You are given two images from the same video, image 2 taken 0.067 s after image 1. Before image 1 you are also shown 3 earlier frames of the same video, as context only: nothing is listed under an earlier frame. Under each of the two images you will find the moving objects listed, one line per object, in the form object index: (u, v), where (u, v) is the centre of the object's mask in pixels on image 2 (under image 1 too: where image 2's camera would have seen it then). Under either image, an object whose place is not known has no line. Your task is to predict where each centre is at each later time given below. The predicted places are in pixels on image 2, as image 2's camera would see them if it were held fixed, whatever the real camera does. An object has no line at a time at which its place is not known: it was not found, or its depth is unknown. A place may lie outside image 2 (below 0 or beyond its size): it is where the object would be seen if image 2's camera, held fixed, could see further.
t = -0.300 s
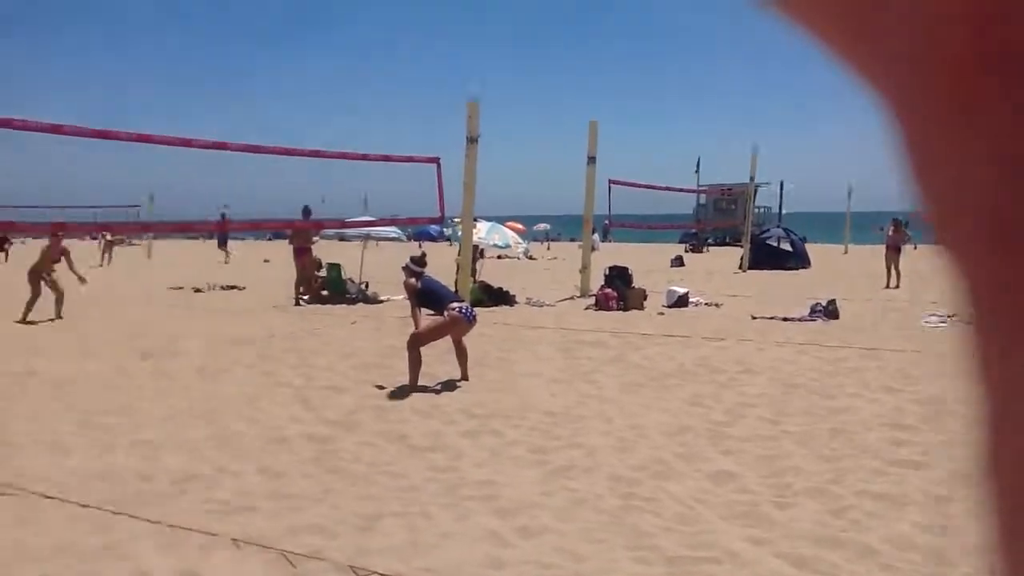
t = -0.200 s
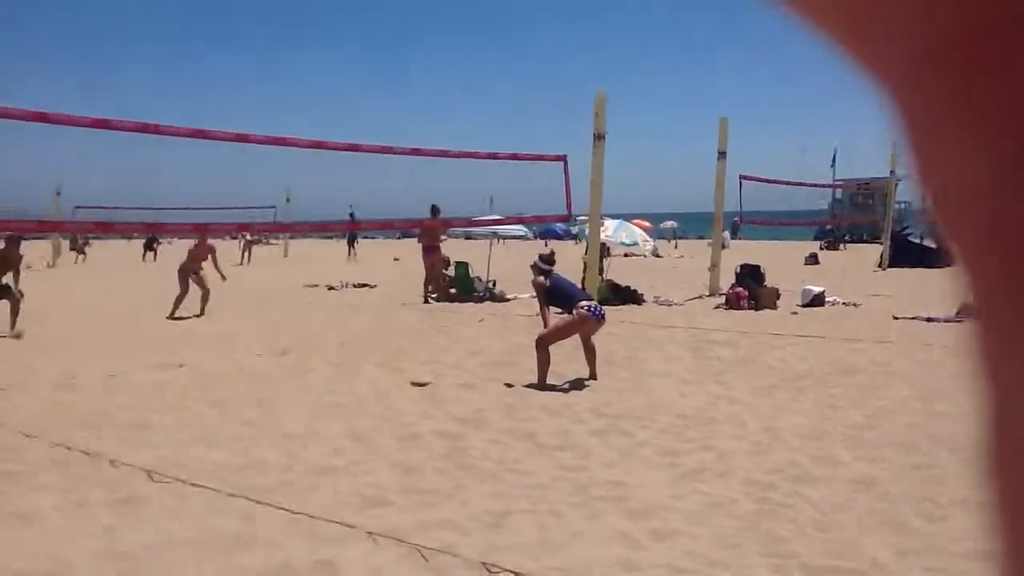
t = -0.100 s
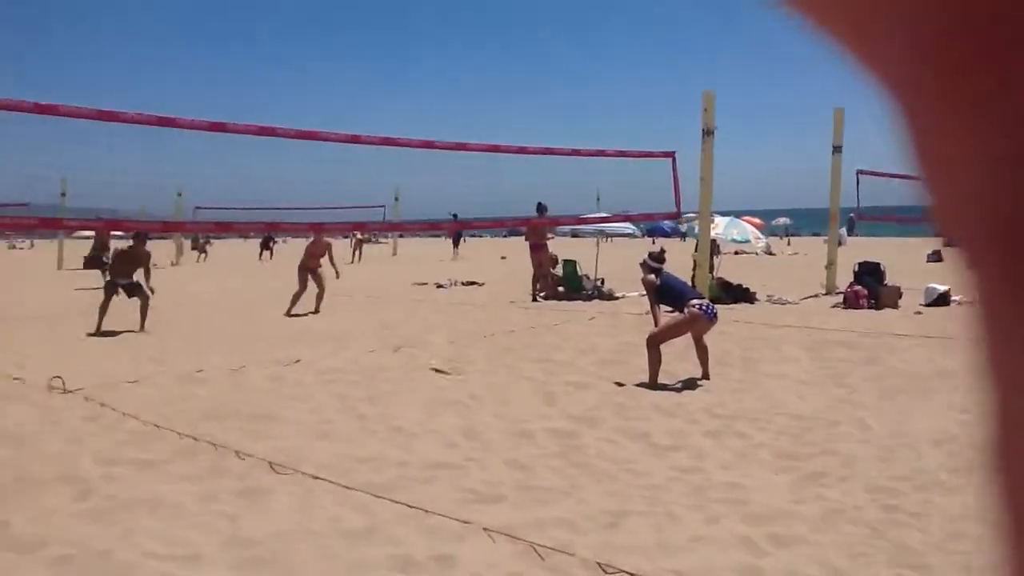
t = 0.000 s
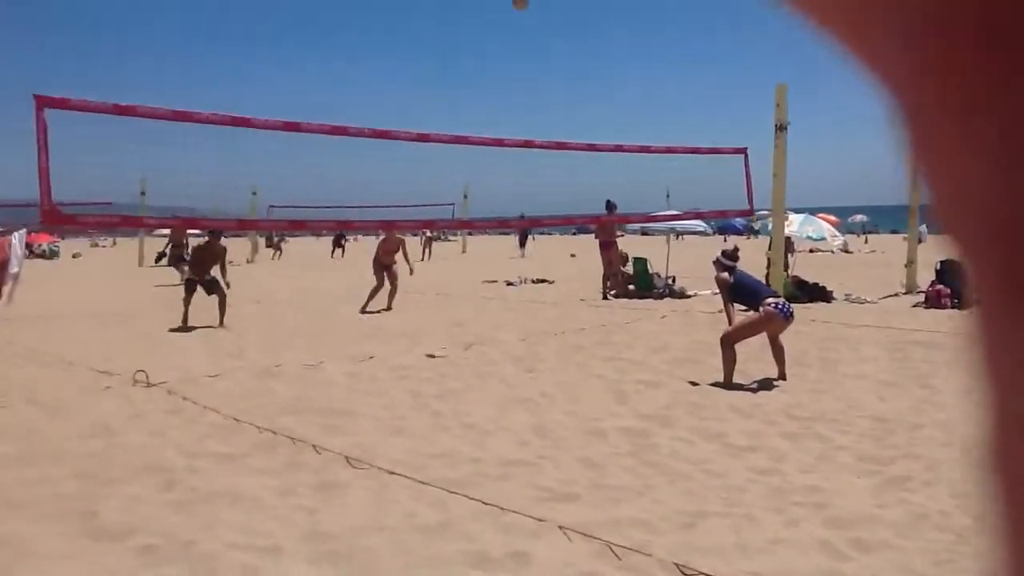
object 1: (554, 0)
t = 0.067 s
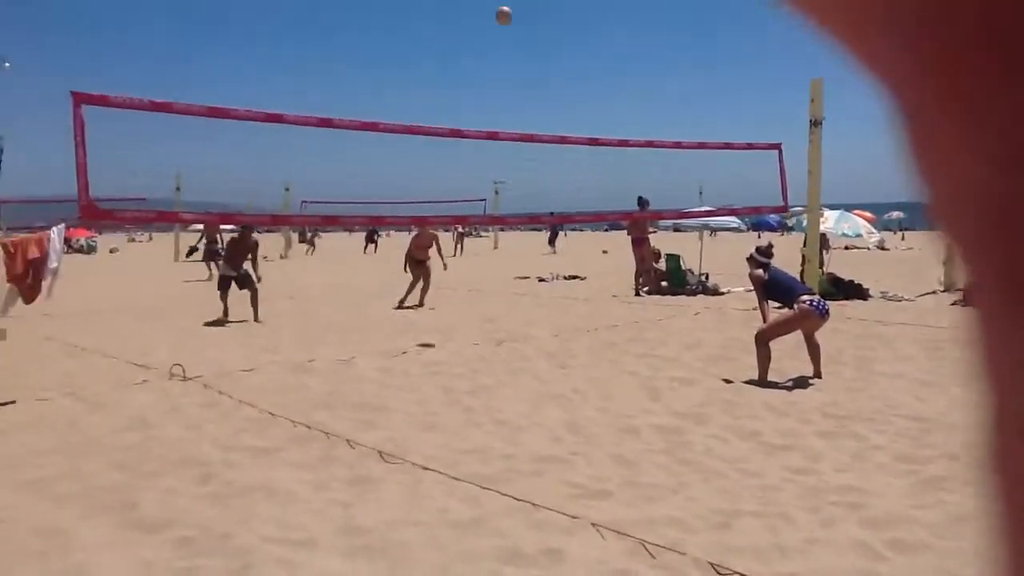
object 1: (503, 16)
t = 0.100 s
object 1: (484, 27)
